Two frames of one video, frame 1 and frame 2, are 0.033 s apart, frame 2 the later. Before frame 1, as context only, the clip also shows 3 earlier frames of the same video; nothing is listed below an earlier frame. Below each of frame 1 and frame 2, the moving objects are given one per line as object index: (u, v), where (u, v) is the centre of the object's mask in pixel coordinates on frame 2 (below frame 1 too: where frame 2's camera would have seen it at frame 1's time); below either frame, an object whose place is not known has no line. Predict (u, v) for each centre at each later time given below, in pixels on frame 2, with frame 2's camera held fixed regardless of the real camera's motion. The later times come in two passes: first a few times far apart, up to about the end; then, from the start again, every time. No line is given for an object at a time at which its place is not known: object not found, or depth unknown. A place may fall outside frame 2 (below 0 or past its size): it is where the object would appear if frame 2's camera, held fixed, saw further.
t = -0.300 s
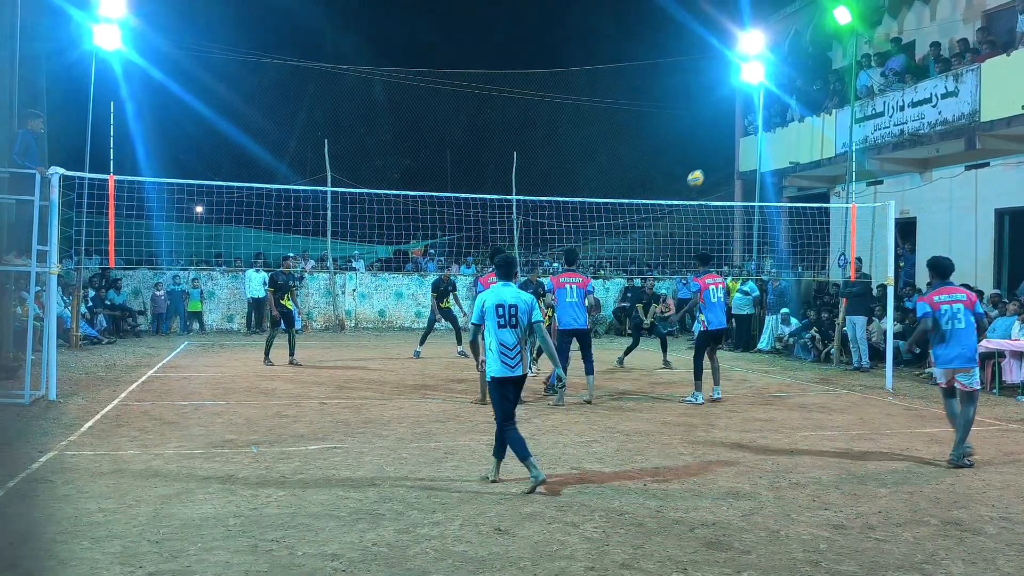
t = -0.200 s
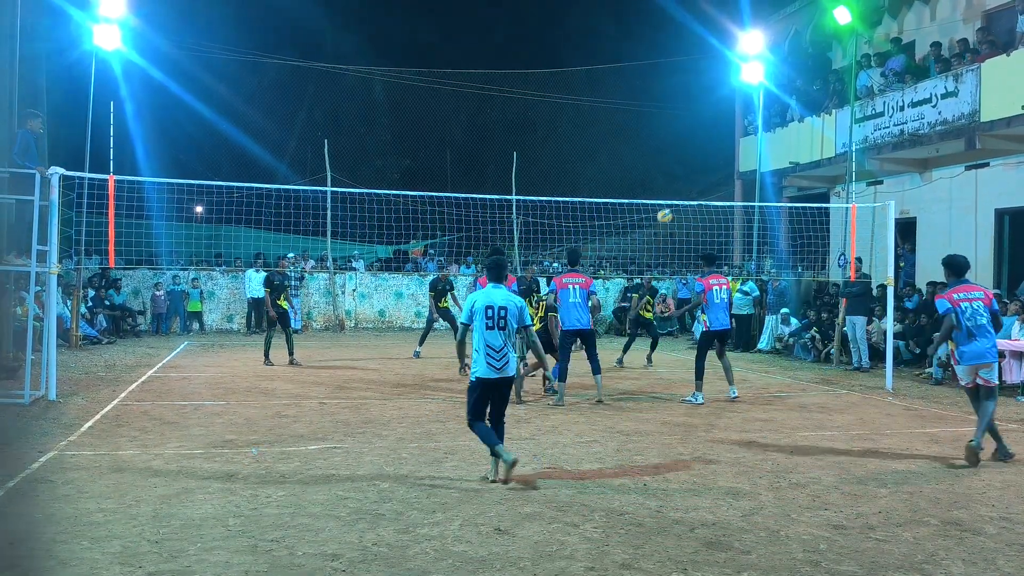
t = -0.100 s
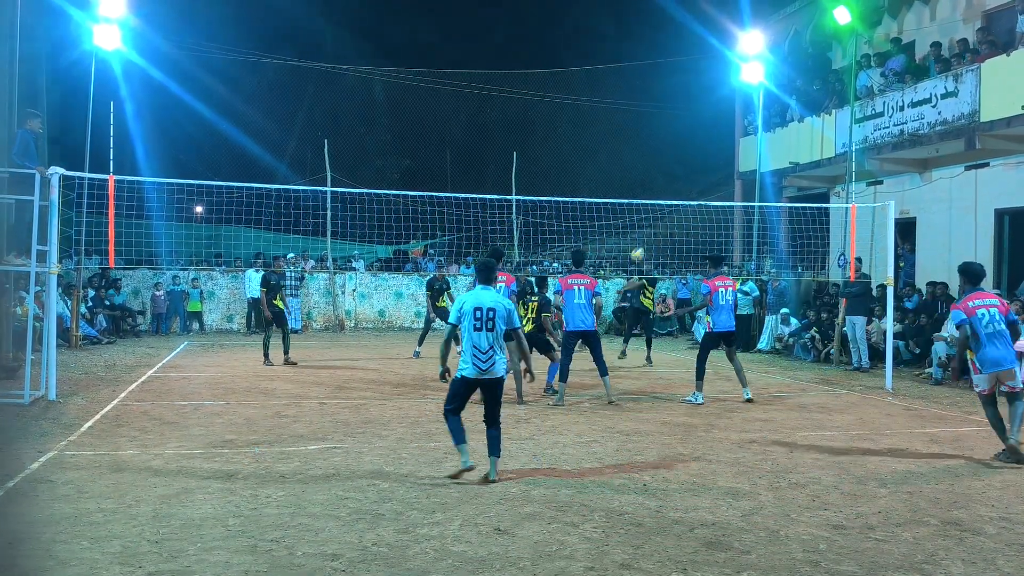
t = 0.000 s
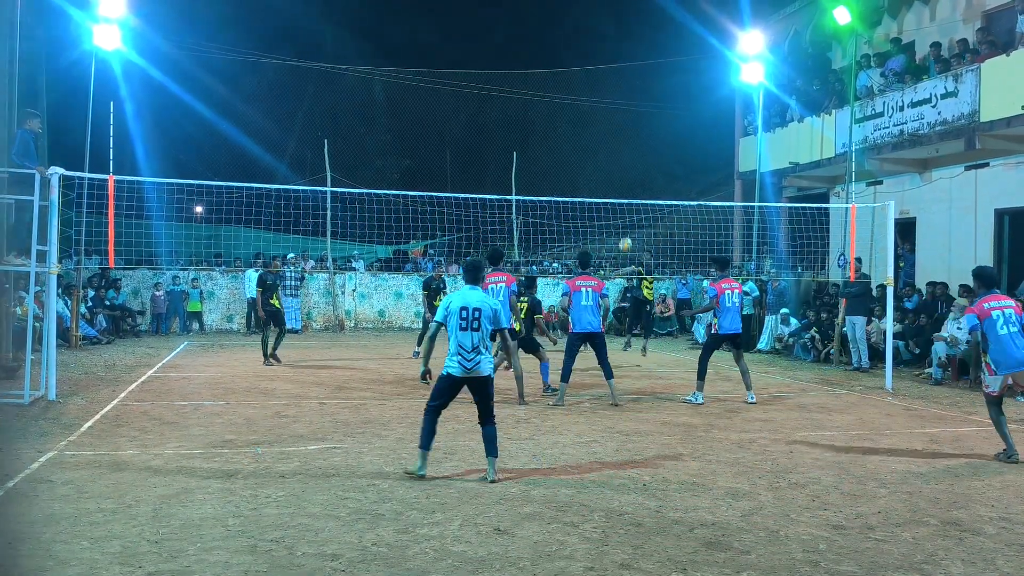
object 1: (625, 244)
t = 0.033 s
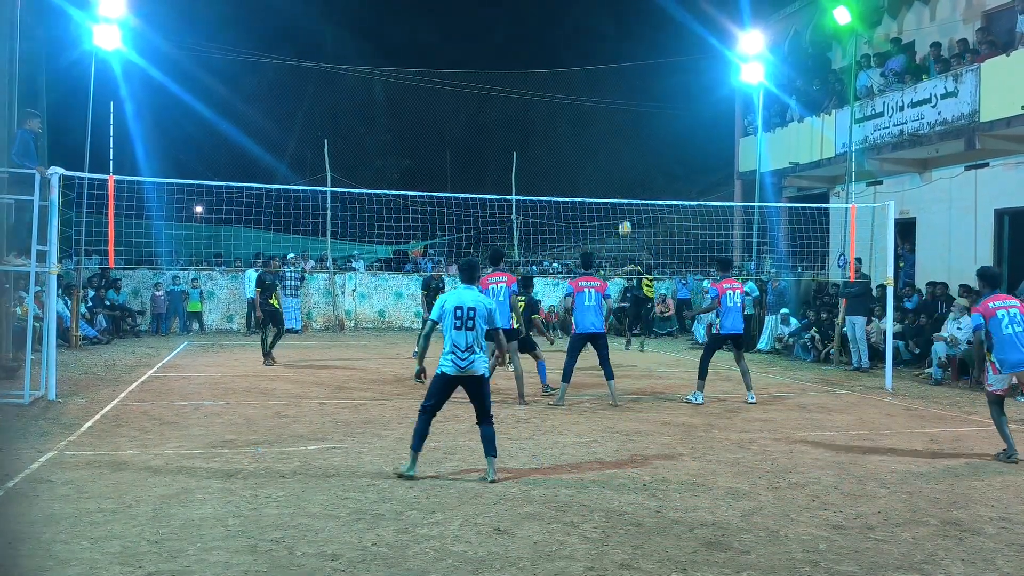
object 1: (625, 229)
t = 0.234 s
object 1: (622, 144)
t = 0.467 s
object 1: (617, 76)
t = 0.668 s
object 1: (612, 45)
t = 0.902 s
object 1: (605, 39)
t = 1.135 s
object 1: (598, 69)
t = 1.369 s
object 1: (591, 136)
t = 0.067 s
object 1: (624, 213)
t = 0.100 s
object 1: (624, 196)
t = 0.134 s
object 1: (623, 183)
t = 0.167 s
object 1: (623, 170)
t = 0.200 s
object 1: (623, 156)
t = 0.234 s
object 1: (622, 144)
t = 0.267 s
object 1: (622, 132)
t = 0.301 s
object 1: (621, 121)
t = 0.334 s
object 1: (620, 111)
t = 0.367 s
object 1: (620, 101)
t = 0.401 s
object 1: (619, 92)
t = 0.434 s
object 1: (618, 84)
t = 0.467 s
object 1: (617, 76)
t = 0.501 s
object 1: (616, 69)
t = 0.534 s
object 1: (615, 63)
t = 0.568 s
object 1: (614, 57)
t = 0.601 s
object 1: (614, 52)
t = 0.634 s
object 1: (613, 48)
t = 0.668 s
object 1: (612, 45)
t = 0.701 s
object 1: (611, 42)
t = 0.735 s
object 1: (610, 40)
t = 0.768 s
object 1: (609, 38)
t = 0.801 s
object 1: (608, 37)
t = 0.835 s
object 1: (607, 37)
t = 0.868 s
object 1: (606, 38)
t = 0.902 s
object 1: (605, 39)
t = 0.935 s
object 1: (604, 41)
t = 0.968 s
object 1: (603, 44)
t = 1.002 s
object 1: (602, 48)
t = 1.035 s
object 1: (601, 52)
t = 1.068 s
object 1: (600, 57)
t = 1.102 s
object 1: (599, 63)
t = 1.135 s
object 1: (598, 69)
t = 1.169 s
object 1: (597, 77)
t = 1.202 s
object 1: (596, 85)
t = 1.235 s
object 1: (595, 93)
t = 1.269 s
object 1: (594, 103)
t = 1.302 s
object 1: (593, 113)
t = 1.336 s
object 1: (592, 124)
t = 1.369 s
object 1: (591, 136)
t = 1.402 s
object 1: (590, 148)
